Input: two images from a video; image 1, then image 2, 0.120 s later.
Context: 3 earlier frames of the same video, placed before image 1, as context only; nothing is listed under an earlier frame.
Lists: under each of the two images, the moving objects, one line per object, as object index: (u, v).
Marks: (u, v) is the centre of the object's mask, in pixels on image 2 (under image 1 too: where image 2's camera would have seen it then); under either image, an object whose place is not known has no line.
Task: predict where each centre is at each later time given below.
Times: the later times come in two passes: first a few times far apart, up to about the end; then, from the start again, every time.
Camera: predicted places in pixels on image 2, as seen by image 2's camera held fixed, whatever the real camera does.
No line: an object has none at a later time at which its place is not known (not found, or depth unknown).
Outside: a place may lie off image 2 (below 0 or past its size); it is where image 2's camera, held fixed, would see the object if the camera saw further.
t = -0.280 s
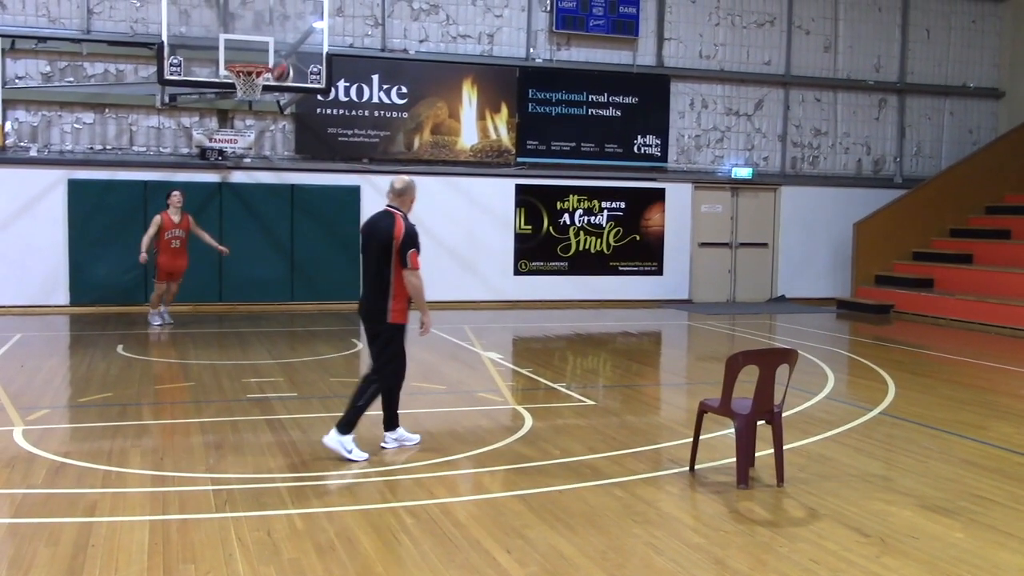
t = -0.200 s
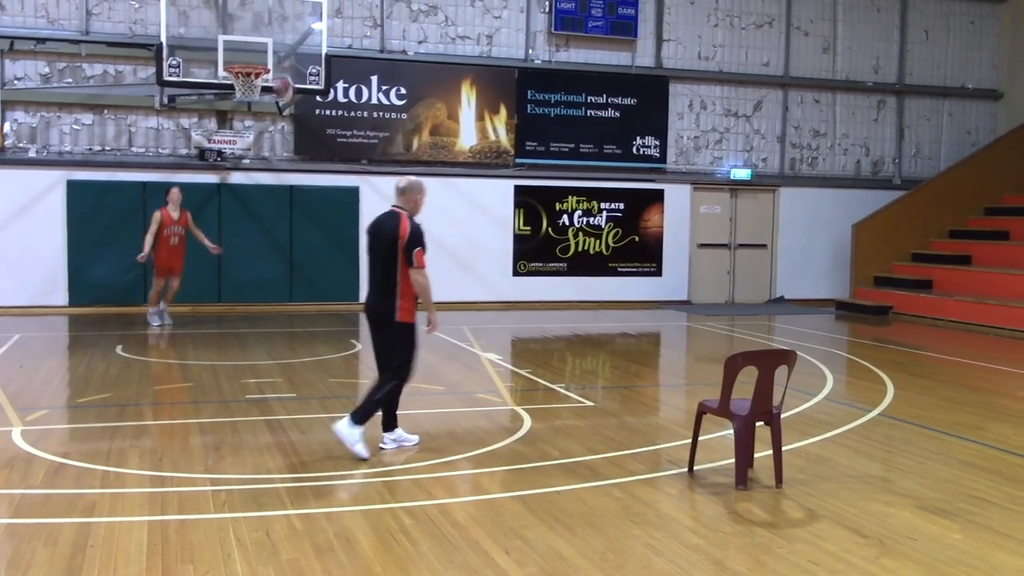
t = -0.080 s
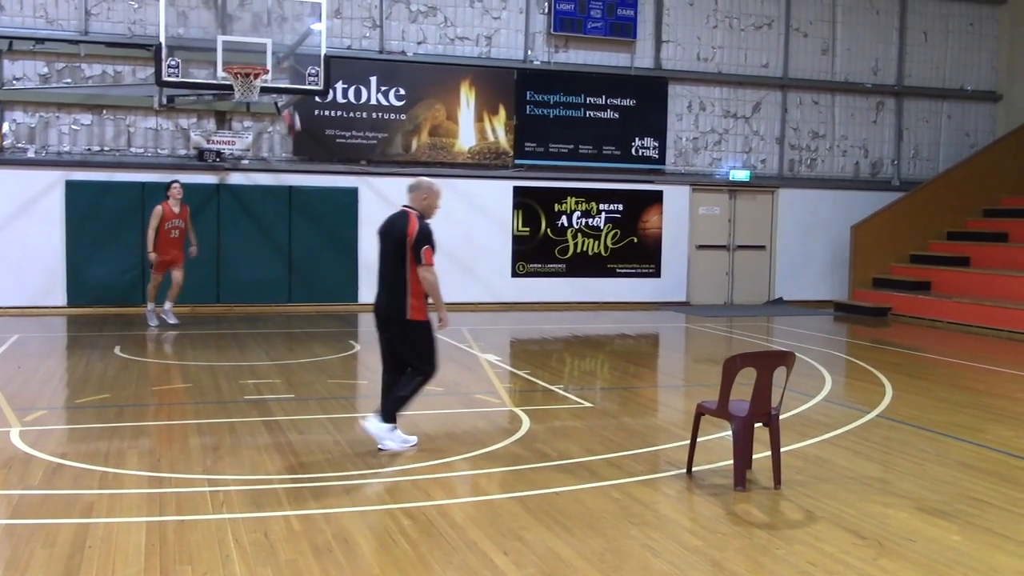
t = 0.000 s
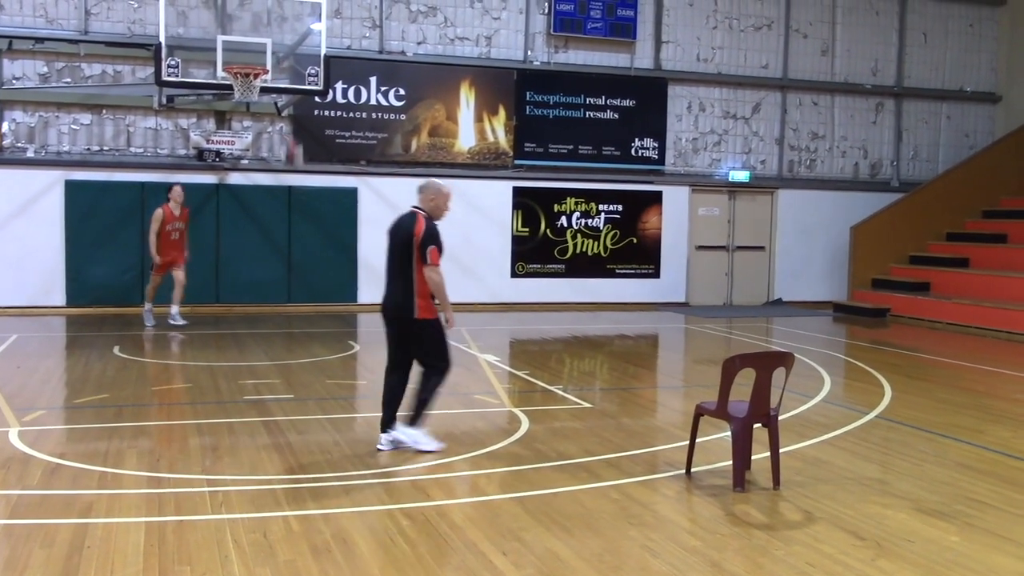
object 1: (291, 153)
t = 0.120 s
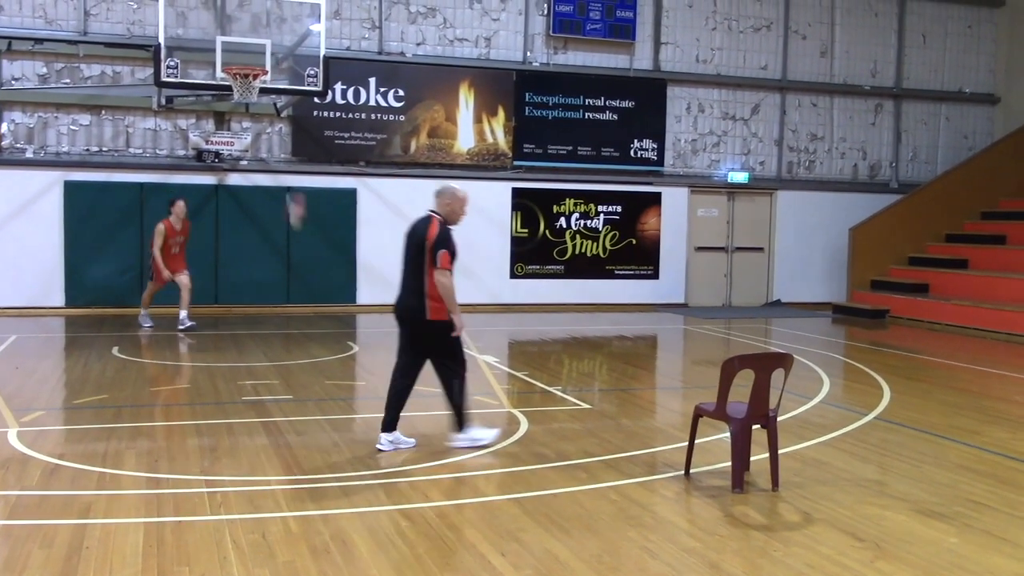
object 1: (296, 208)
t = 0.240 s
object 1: (299, 277)
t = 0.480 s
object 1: (308, 275)
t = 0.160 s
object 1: (298, 230)
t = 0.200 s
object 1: (298, 254)
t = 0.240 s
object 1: (299, 277)
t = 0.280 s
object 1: (299, 301)
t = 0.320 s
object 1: (300, 330)
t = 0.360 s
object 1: (302, 332)
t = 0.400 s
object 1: (303, 310)
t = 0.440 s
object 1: (306, 291)
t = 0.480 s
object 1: (308, 275)
